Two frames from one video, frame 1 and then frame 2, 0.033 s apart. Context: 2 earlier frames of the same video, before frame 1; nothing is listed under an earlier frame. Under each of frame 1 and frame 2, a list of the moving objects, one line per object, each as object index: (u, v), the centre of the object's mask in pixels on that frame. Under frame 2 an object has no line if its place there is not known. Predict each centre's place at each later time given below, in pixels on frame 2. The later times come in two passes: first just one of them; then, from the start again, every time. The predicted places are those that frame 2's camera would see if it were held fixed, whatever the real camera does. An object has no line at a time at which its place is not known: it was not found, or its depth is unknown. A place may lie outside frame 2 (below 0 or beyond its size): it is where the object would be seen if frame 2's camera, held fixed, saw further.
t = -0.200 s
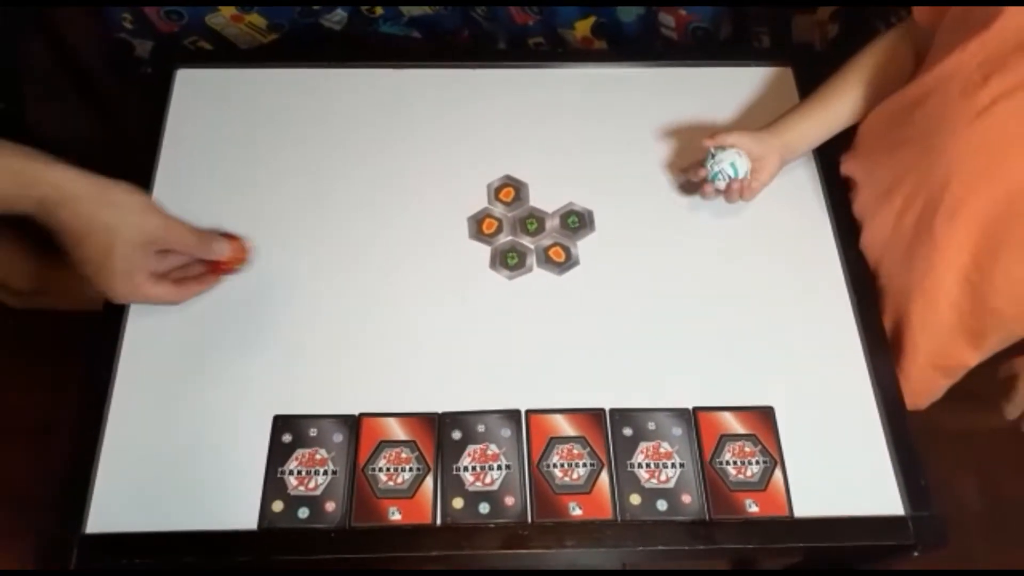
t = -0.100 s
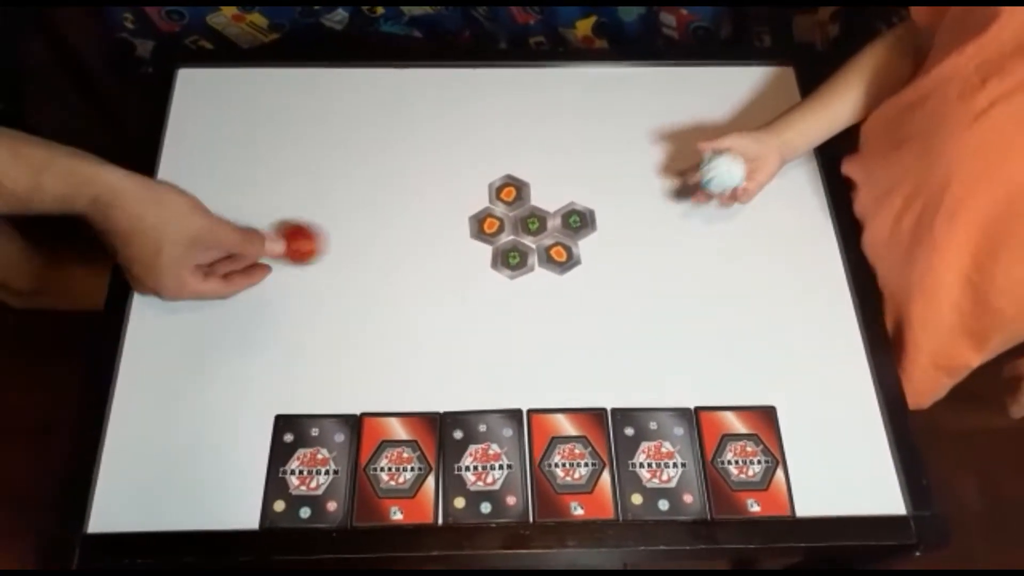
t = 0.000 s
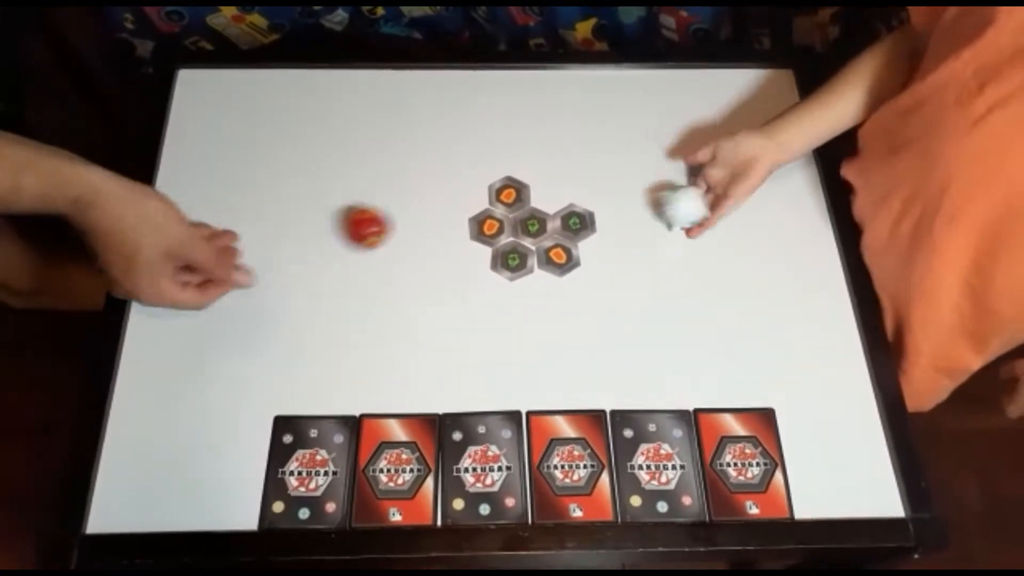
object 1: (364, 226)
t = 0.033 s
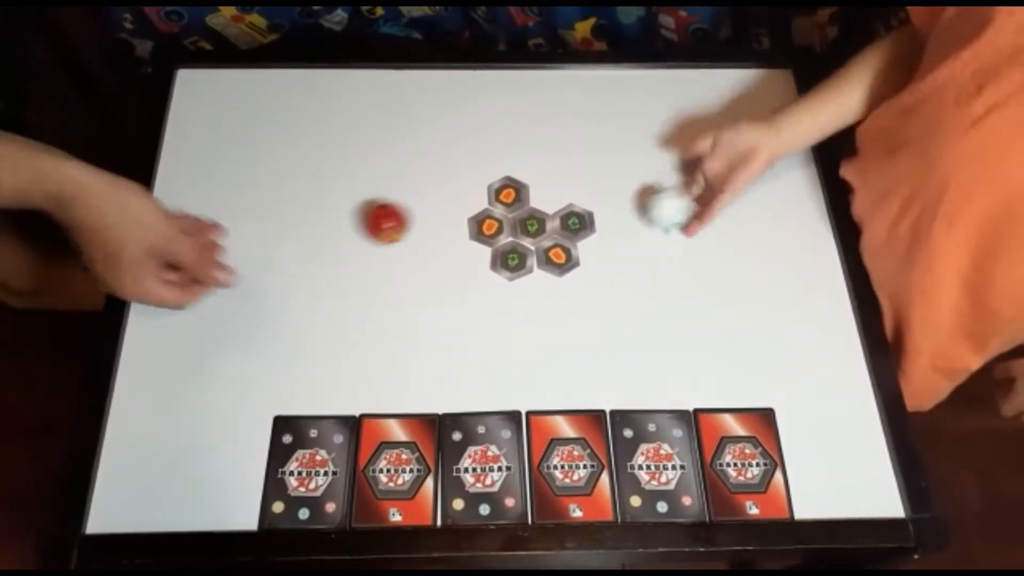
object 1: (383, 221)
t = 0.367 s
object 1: (537, 171)
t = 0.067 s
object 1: (401, 216)
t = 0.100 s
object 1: (418, 211)
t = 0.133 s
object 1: (435, 205)
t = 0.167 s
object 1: (451, 200)
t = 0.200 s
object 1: (466, 194)
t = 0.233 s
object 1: (481, 185)
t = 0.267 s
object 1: (500, 182)
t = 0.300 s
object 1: (513, 174)
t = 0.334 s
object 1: (526, 174)
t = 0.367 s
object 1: (537, 171)
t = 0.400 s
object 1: (547, 169)
